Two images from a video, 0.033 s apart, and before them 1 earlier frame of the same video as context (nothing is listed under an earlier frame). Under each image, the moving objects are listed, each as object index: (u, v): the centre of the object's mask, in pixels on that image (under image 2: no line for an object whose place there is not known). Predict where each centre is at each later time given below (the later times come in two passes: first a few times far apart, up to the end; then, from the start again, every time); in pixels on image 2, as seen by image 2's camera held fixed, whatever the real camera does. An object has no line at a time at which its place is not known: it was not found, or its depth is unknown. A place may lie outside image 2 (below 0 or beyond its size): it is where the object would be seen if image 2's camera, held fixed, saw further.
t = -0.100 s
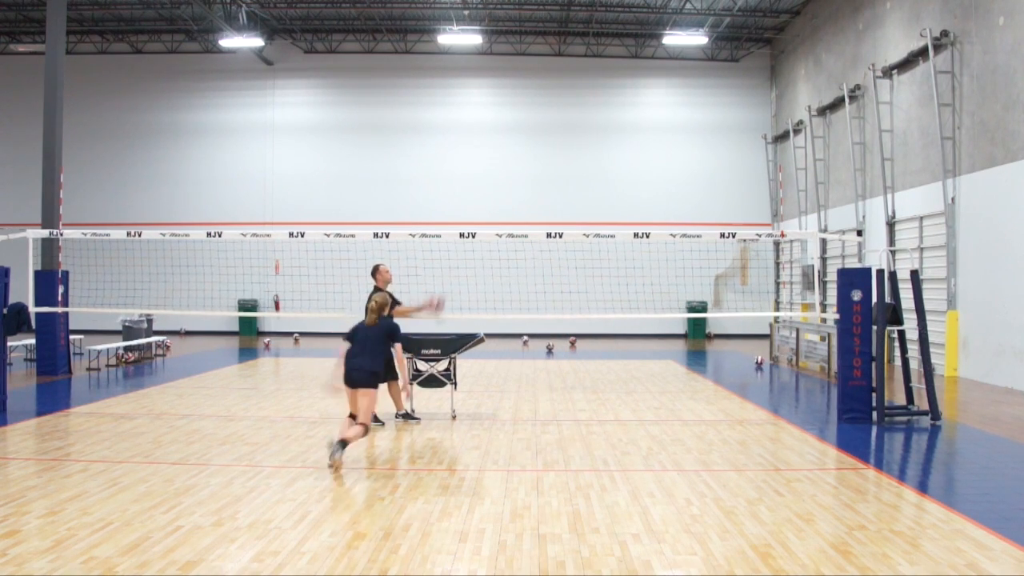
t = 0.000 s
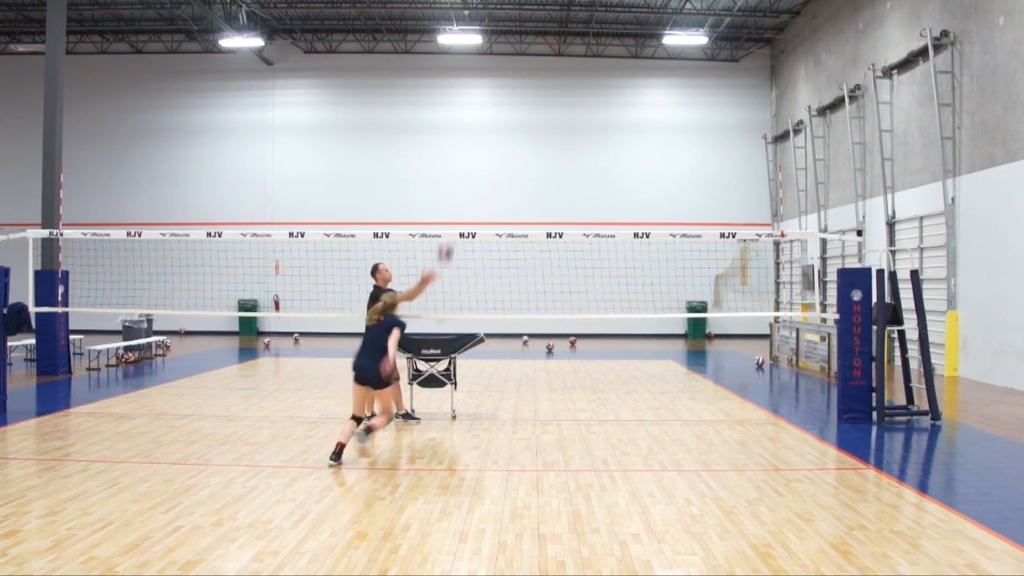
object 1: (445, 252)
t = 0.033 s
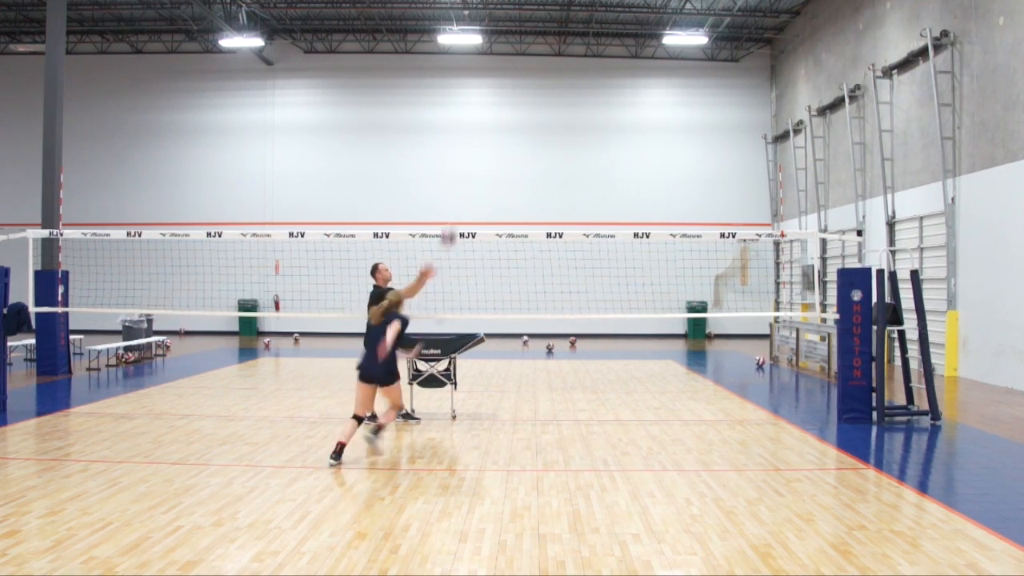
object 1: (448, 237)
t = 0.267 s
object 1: (467, 156)
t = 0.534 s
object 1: (487, 118)
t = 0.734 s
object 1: (502, 128)
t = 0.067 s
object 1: (451, 222)
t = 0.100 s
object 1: (454, 208)
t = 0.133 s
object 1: (456, 196)
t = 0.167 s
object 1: (459, 185)
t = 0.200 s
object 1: (462, 174)
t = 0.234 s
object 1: (464, 164)
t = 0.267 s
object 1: (467, 156)
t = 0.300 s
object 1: (469, 147)
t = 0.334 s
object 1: (472, 140)
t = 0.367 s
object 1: (475, 134)
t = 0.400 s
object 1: (477, 129)
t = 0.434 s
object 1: (480, 125)
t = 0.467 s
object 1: (482, 122)
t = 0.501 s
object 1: (485, 119)
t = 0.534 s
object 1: (487, 118)
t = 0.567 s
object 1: (490, 117)
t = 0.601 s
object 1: (492, 118)
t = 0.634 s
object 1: (495, 119)
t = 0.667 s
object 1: (497, 121)
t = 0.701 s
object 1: (500, 124)
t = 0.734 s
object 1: (502, 128)
